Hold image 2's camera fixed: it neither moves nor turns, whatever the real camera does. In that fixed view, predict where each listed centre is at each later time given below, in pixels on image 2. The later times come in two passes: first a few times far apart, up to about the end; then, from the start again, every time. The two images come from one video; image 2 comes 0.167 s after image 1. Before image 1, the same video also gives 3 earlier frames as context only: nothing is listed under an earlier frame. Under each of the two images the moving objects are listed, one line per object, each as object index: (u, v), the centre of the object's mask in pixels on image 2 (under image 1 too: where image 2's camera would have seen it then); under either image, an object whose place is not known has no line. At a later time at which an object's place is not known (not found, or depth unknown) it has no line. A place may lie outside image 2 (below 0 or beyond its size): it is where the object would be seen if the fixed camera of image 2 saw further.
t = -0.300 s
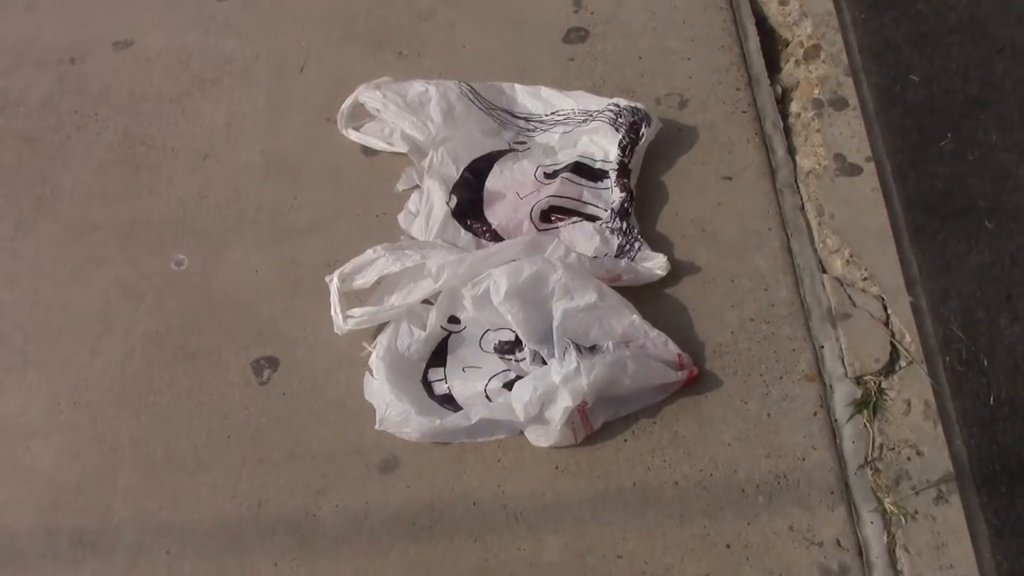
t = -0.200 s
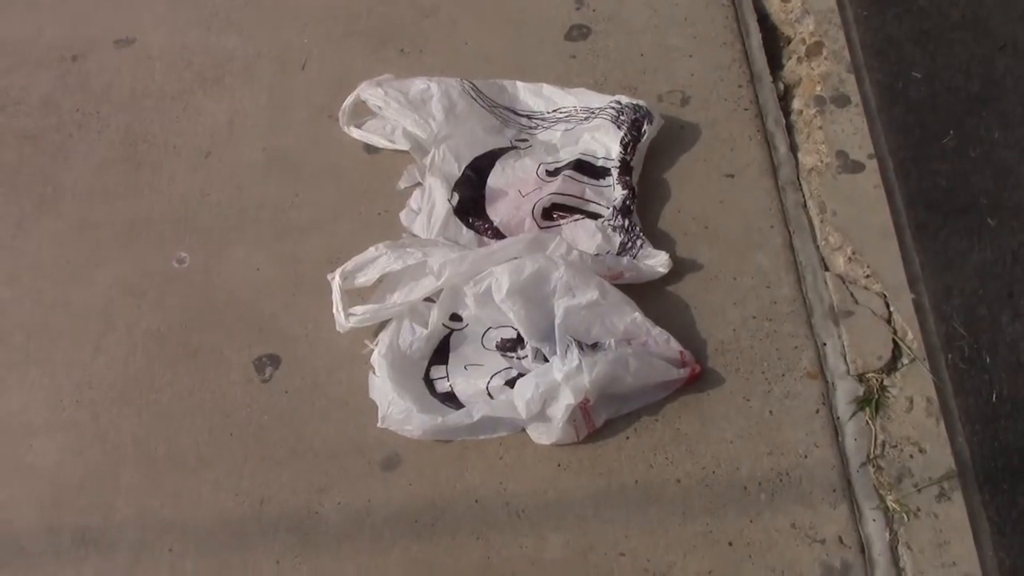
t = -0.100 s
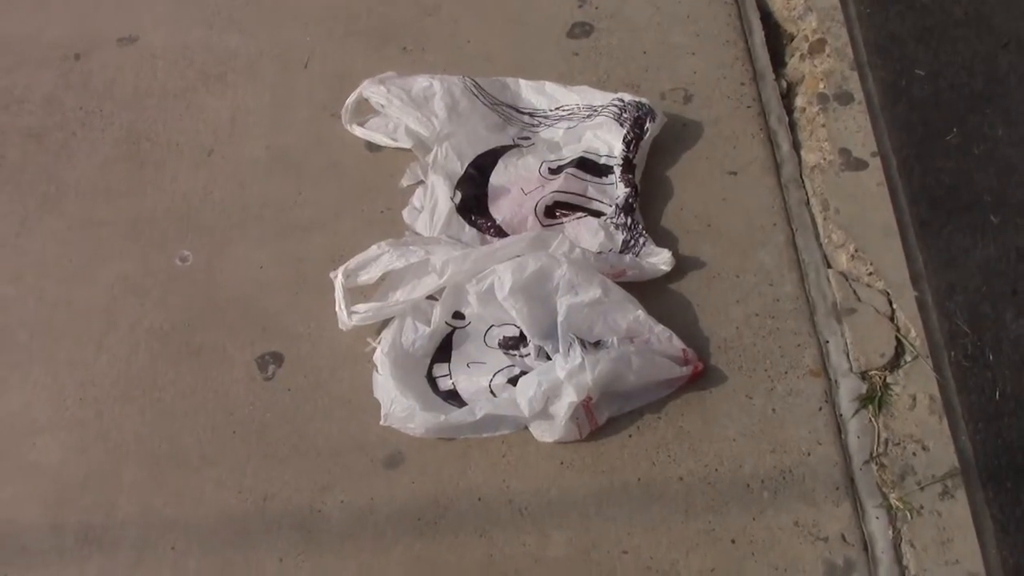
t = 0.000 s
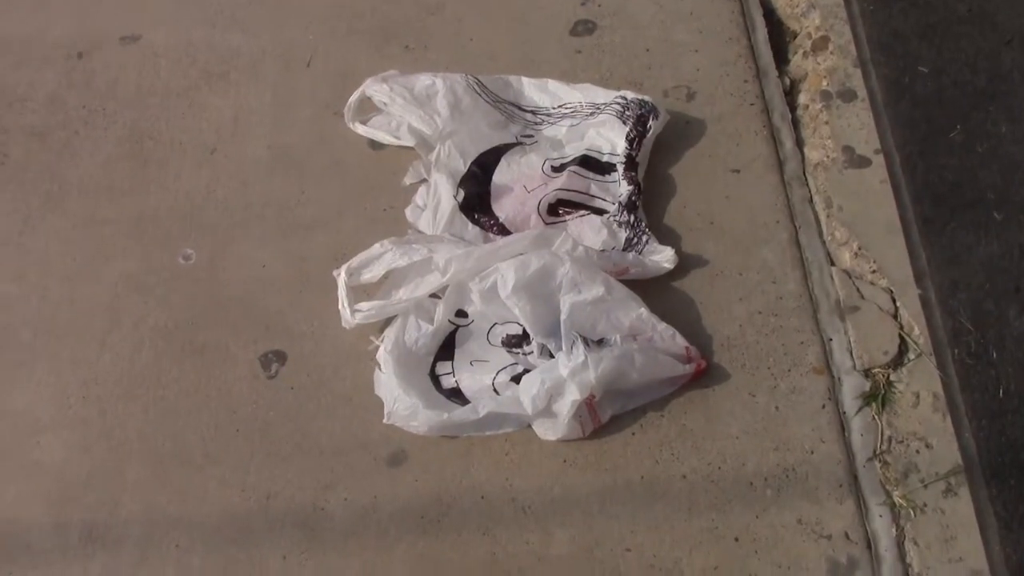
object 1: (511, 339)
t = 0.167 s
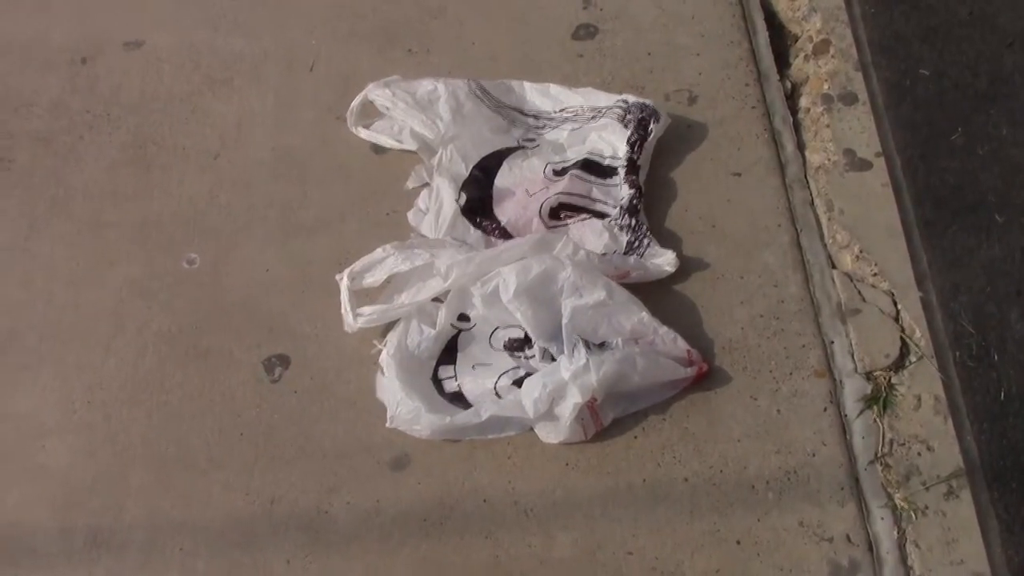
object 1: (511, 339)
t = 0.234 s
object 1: (509, 340)
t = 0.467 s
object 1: (523, 344)
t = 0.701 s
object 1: (528, 404)
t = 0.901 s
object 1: (529, 403)
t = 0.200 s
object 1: (510, 340)
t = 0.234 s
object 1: (509, 340)
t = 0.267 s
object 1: (508, 340)
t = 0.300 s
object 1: (508, 340)
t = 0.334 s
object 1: (507, 341)
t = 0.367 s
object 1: (507, 340)
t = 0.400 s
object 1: (509, 340)
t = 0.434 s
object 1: (519, 343)
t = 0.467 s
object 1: (523, 344)
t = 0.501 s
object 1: (524, 344)
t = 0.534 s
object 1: (523, 355)
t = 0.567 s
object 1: (520, 363)
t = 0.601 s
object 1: (517, 370)
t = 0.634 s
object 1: (517, 379)
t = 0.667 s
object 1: (516, 384)
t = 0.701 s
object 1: (528, 404)
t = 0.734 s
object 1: (532, 409)
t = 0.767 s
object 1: (531, 408)
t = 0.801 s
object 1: (531, 406)
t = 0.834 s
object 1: (529, 404)
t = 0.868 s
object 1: (529, 402)
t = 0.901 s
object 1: (529, 403)
